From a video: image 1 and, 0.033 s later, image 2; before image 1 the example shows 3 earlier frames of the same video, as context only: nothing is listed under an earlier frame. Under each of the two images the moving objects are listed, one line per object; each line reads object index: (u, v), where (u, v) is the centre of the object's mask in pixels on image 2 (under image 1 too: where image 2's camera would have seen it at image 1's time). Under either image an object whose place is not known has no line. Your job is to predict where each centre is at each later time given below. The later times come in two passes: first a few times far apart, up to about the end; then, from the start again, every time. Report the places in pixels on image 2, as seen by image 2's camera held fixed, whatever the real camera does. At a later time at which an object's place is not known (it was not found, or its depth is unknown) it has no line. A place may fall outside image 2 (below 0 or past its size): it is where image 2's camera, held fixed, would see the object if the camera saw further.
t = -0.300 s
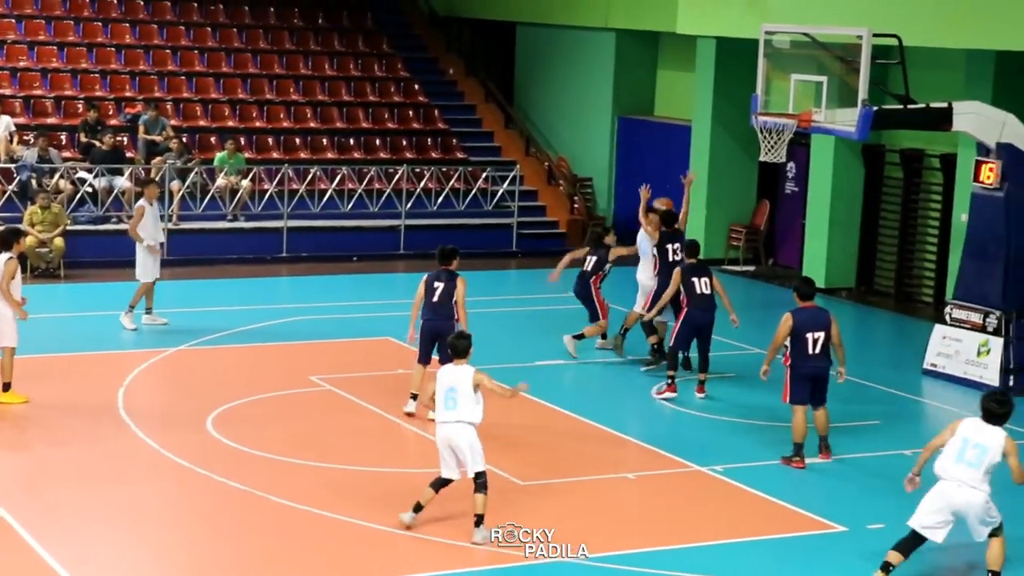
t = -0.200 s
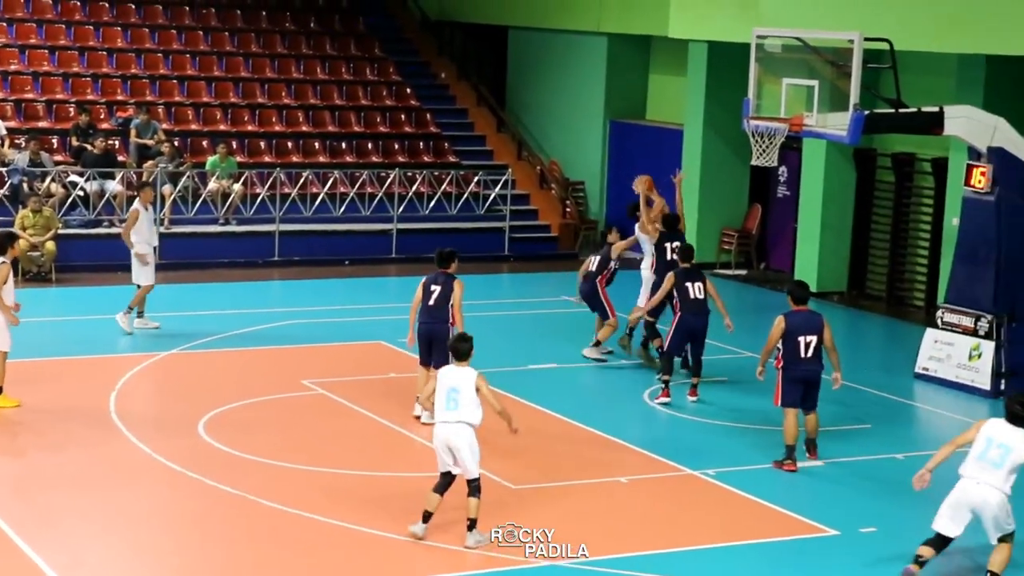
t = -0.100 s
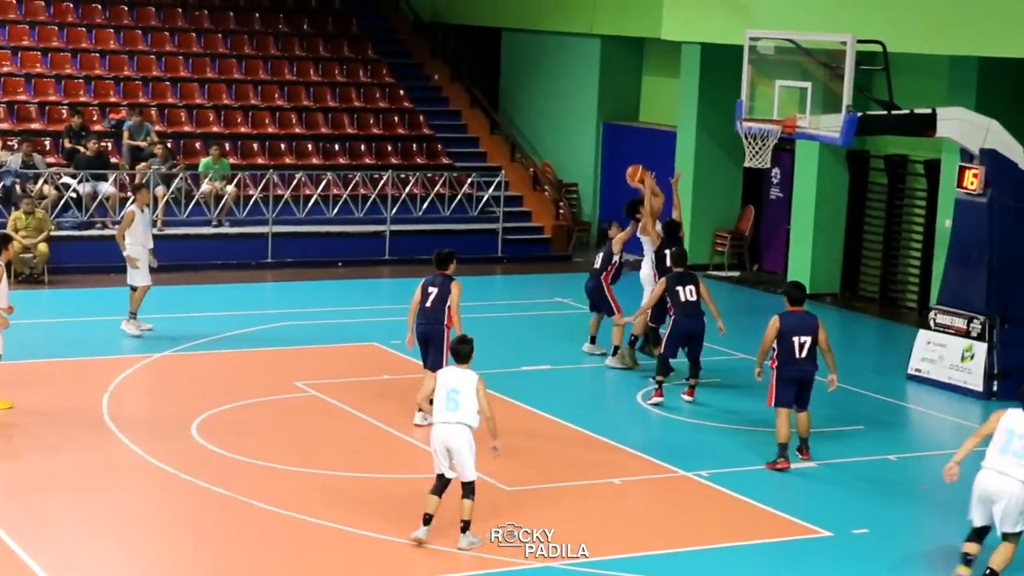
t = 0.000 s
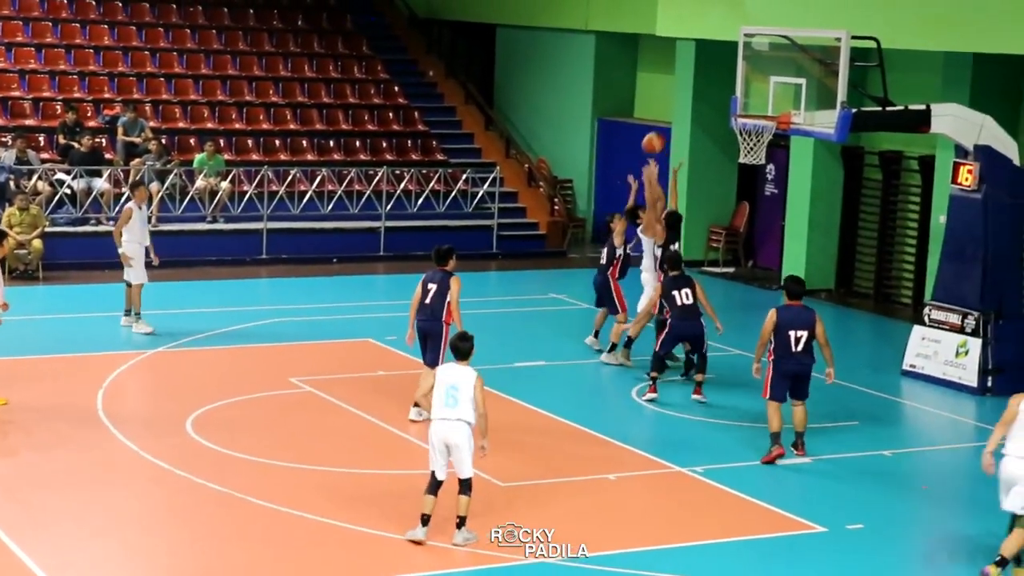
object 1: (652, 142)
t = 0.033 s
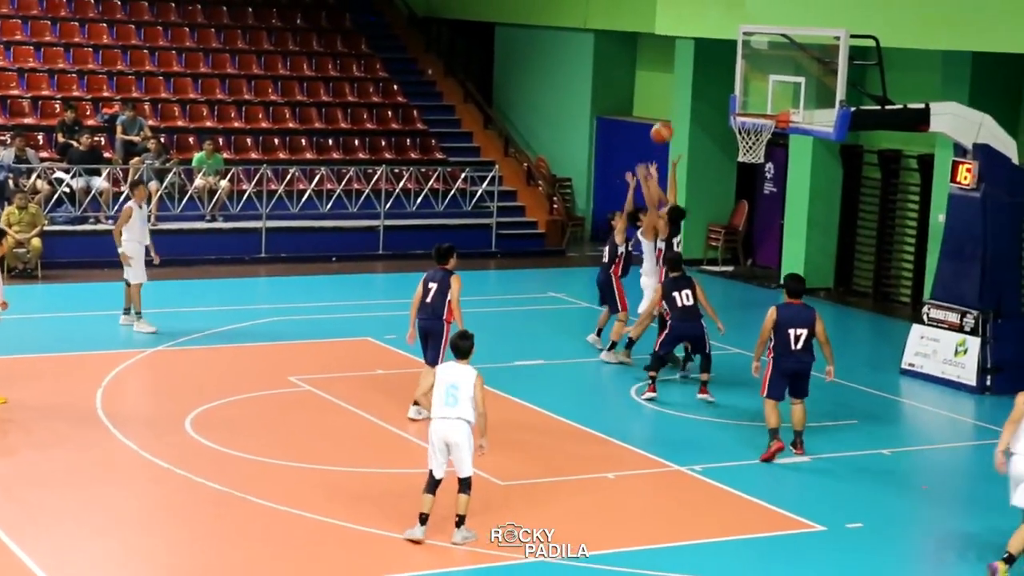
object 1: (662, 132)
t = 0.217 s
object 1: (716, 96)
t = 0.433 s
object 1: (782, 92)
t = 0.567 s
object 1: (820, 110)
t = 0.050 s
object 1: (667, 128)
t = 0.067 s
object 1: (671, 124)
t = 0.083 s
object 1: (677, 120)
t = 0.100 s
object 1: (682, 116)
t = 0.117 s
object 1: (687, 112)
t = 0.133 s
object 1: (692, 109)
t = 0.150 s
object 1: (697, 106)
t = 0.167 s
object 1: (701, 103)
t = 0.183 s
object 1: (706, 100)
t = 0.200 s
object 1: (711, 98)
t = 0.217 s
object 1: (716, 96)
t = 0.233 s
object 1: (721, 94)
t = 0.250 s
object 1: (725, 93)
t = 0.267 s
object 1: (730, 91)
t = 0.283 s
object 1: (735, 90)
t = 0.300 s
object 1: (740, 89)
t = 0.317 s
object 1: (747, 89)
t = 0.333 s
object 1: (752, 88)
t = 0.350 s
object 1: (756, 88)
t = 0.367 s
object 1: (761, 88)
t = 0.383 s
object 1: (766, 88)
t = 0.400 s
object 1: (771, 89)
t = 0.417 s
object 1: (777, 91)
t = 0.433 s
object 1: (782, 92)
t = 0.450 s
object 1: (786, 93)
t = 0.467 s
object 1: (791, 95)
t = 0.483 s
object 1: (796, 97)
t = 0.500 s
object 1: (801, 99)
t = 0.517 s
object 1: (806, 101)
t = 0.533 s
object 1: (812, 104)
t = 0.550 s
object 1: (816, 107)
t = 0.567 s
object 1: (820, 110)
